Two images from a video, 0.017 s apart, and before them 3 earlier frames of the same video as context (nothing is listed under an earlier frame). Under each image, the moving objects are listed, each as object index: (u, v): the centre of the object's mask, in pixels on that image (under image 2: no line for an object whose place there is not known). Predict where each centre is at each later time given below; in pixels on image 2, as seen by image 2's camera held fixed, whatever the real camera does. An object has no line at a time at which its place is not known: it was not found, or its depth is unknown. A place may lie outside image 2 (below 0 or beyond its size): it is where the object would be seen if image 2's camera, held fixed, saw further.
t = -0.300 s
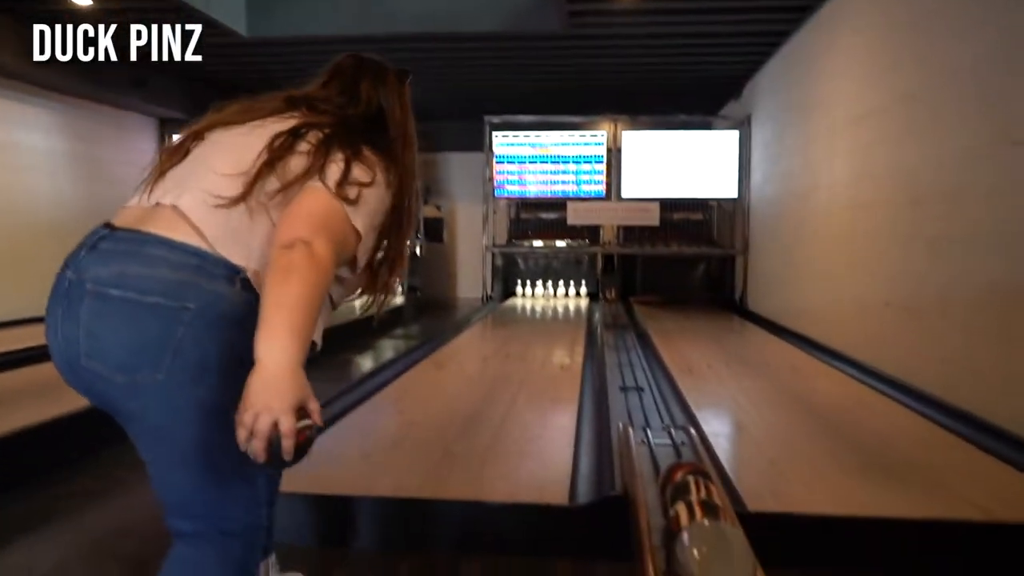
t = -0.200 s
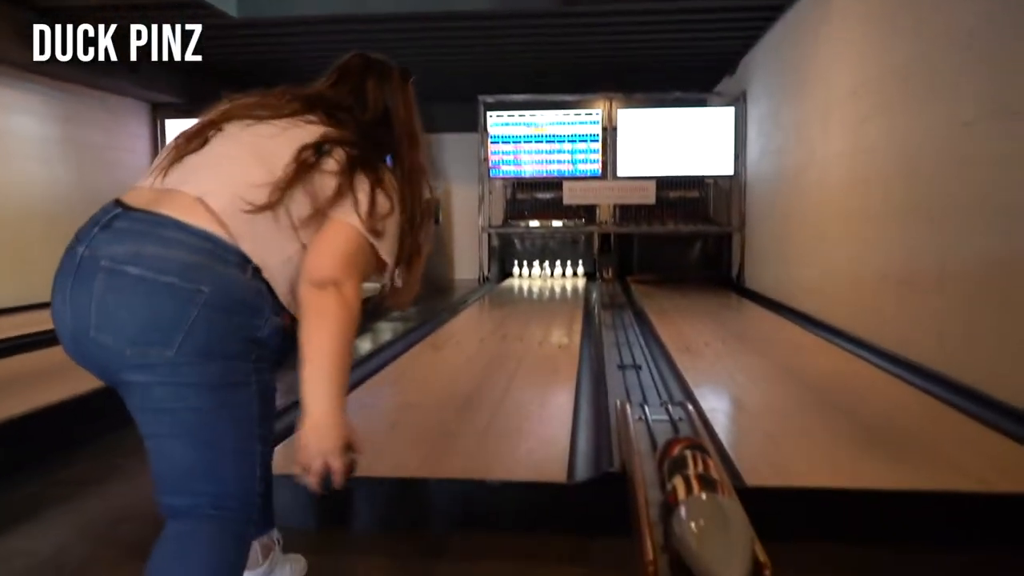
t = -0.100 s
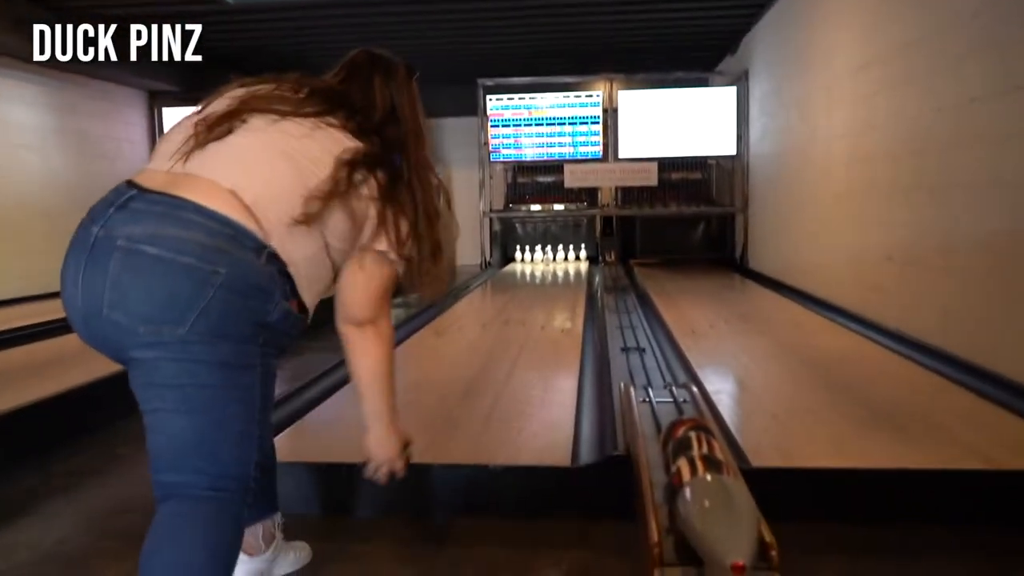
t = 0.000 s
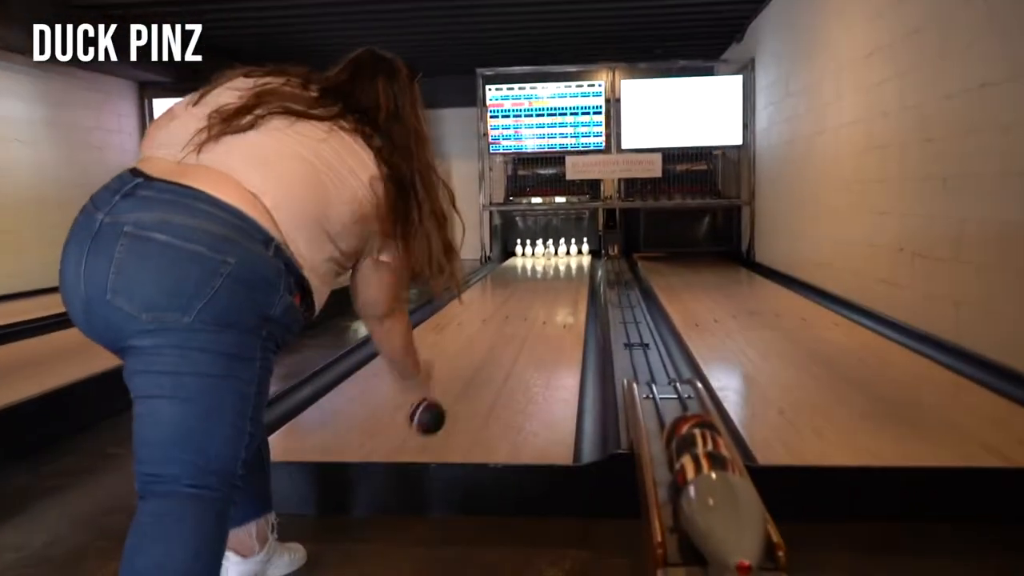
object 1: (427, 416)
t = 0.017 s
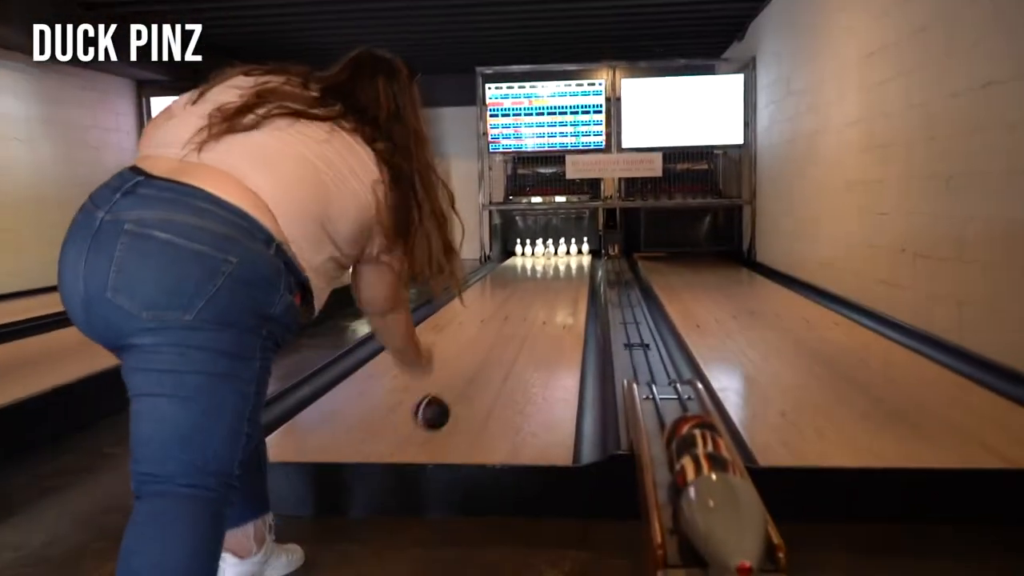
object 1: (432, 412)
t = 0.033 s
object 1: (437, 409)
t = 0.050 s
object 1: (442, 407)
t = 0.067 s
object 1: (447, 406)
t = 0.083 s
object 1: (451, 404)
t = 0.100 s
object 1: (455, 398)
